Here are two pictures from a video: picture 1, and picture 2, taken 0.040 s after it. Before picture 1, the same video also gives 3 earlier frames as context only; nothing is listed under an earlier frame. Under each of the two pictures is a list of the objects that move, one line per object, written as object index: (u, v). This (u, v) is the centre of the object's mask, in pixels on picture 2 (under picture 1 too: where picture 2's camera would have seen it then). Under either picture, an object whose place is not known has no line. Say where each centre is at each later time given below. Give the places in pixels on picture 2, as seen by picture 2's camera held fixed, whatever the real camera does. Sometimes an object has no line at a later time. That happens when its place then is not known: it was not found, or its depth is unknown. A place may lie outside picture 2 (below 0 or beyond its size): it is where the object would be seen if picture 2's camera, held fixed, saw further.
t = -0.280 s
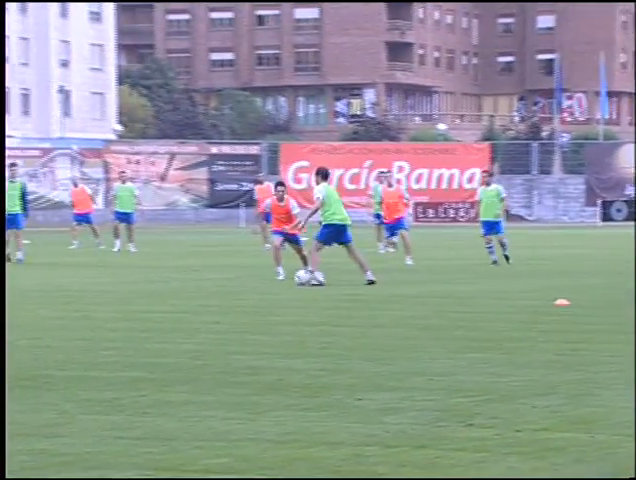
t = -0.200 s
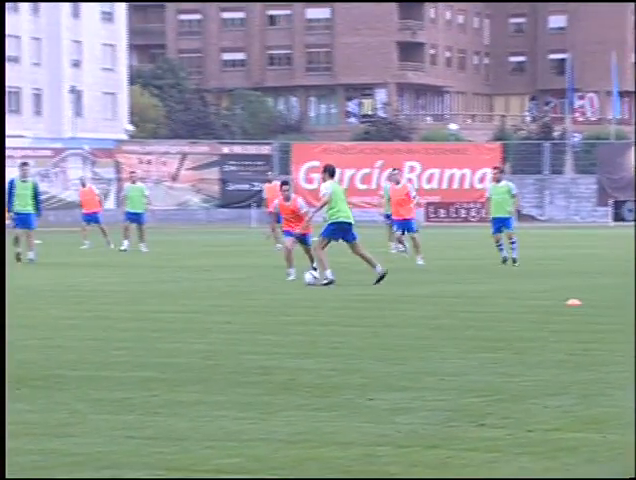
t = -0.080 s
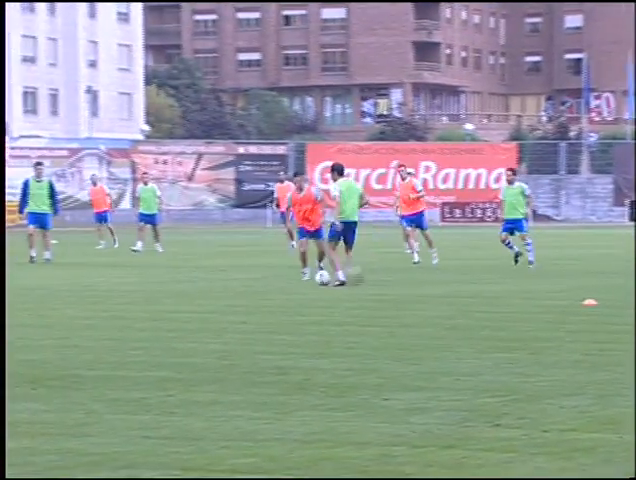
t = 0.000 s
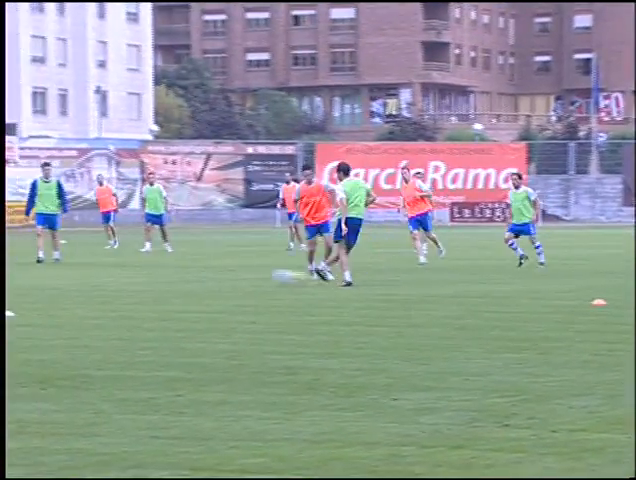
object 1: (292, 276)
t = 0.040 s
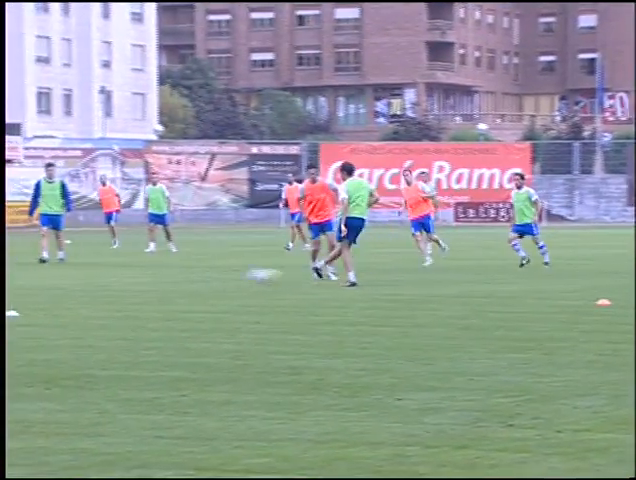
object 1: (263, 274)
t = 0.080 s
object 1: (234, 275)
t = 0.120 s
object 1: (205, 276)
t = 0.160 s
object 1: (178, 277)
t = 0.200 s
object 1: (152, 276)
